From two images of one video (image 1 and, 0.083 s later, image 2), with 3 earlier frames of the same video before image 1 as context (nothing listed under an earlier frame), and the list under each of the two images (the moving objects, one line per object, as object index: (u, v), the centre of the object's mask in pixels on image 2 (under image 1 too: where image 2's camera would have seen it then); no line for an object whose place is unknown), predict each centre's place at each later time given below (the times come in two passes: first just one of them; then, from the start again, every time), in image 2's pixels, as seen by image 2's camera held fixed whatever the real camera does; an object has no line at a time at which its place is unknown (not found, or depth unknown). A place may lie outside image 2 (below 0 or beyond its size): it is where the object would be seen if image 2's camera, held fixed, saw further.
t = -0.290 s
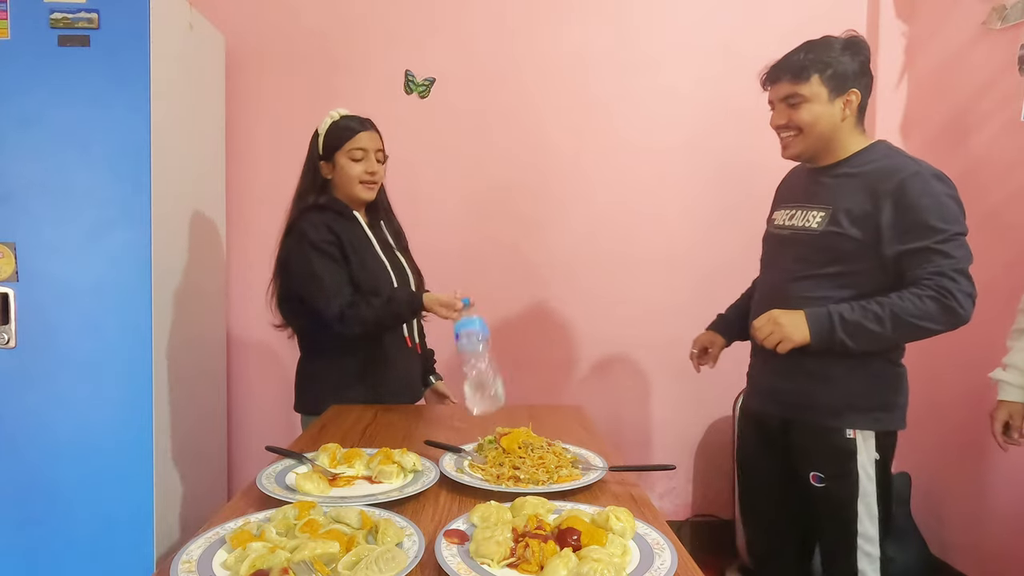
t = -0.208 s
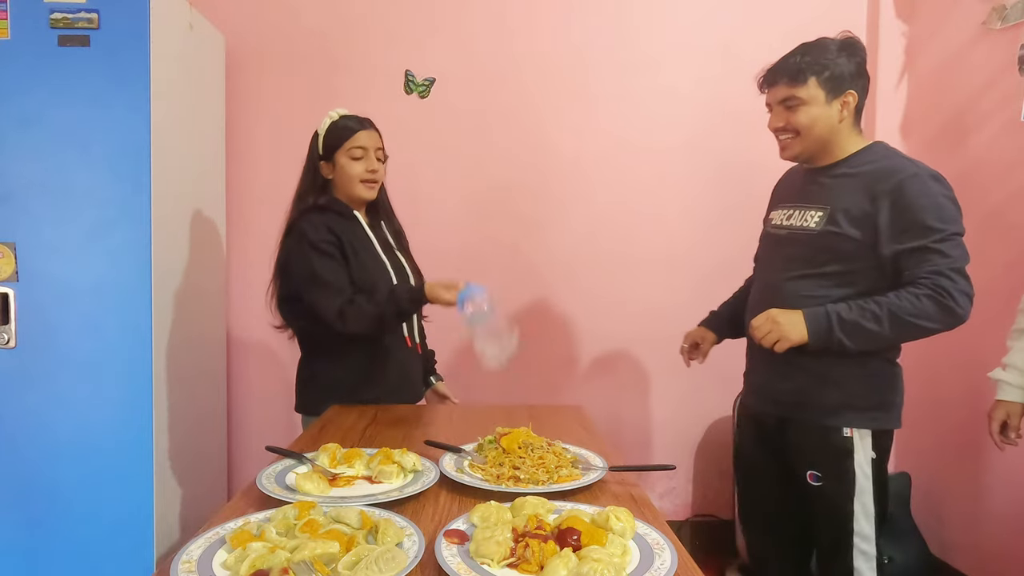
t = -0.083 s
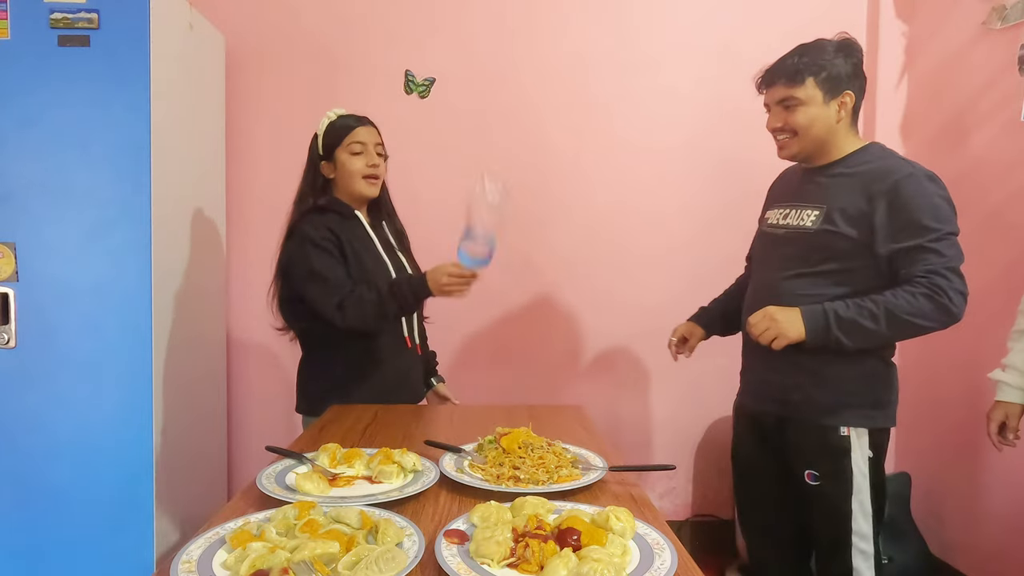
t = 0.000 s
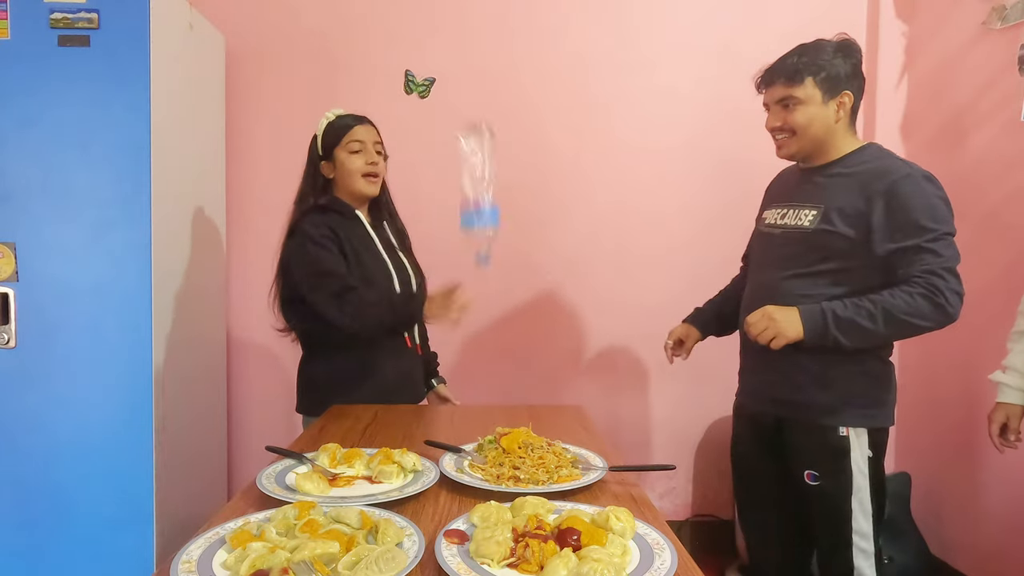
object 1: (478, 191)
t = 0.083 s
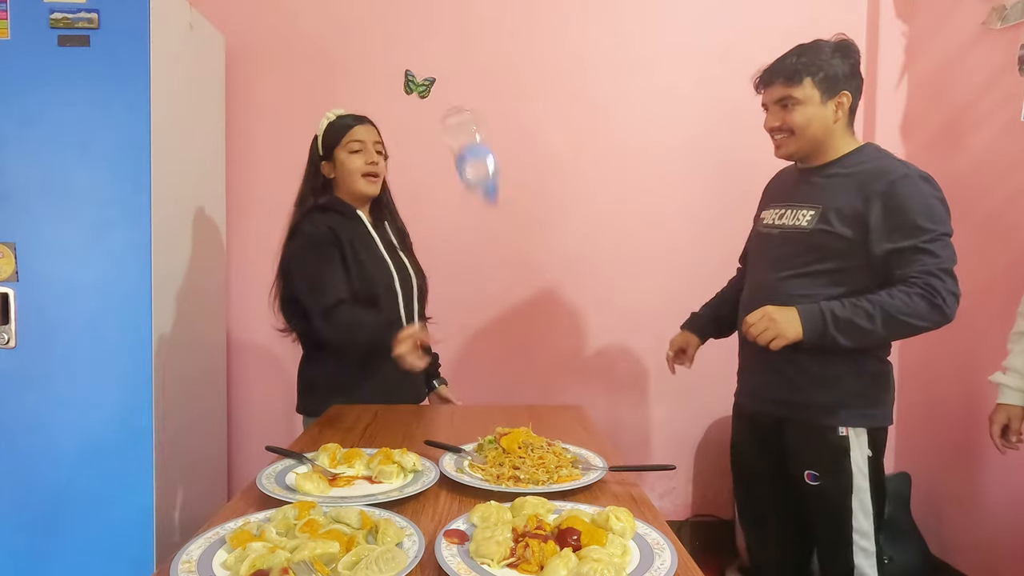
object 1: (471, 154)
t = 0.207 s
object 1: (451, 162)
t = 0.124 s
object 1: (470, 150)
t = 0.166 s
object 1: (464, 147)
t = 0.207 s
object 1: (451, 162)
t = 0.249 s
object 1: (444, 183)
